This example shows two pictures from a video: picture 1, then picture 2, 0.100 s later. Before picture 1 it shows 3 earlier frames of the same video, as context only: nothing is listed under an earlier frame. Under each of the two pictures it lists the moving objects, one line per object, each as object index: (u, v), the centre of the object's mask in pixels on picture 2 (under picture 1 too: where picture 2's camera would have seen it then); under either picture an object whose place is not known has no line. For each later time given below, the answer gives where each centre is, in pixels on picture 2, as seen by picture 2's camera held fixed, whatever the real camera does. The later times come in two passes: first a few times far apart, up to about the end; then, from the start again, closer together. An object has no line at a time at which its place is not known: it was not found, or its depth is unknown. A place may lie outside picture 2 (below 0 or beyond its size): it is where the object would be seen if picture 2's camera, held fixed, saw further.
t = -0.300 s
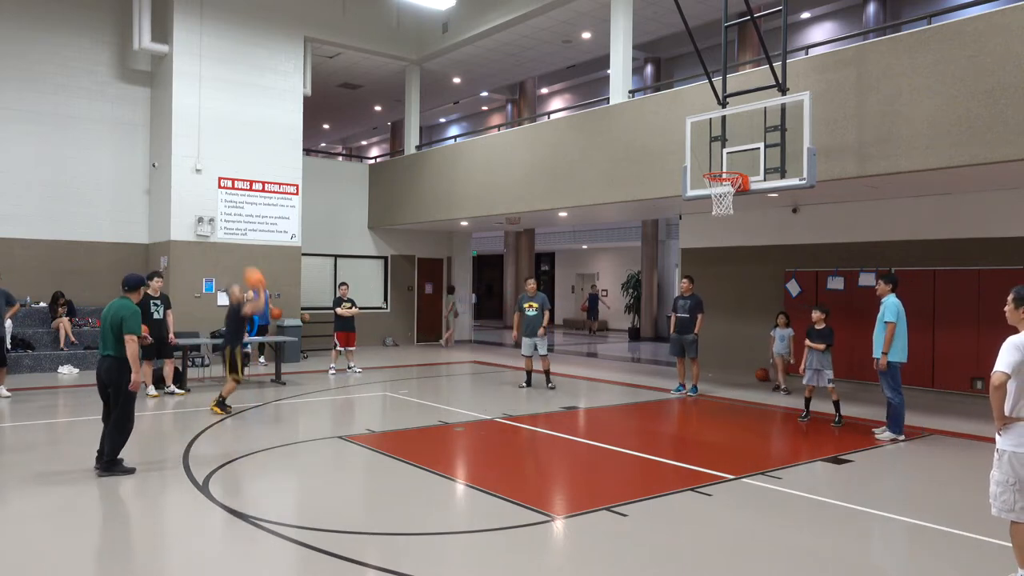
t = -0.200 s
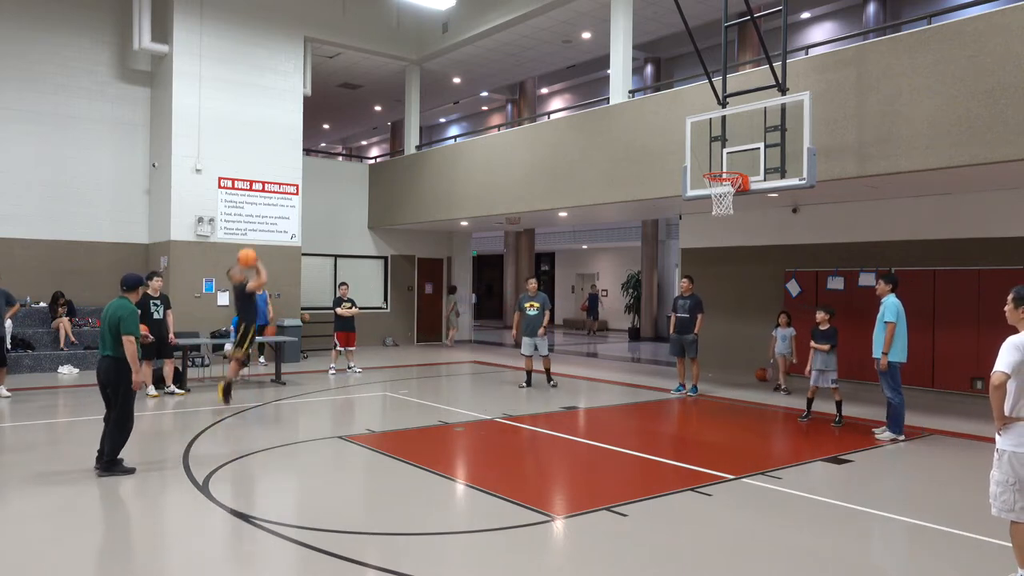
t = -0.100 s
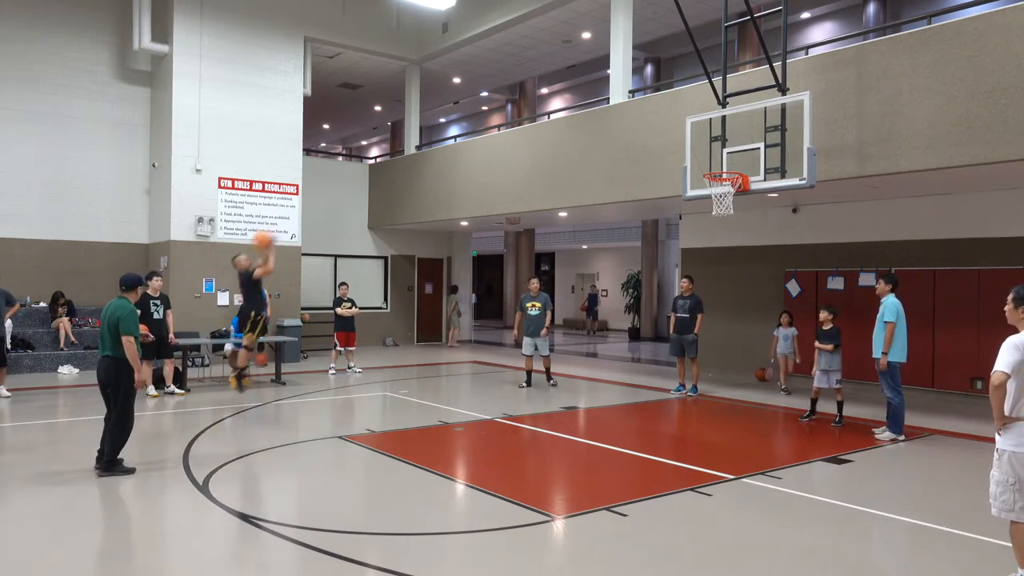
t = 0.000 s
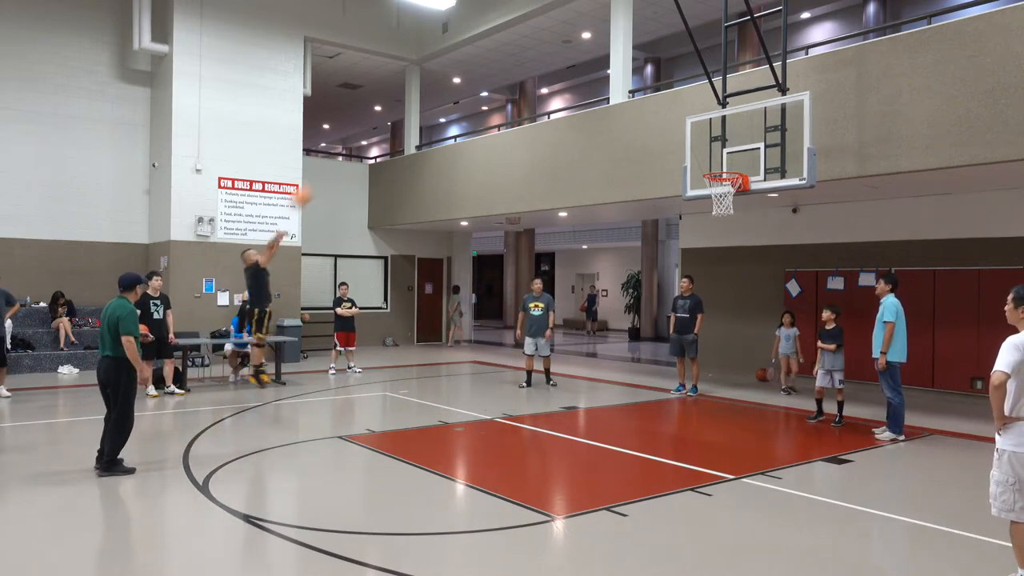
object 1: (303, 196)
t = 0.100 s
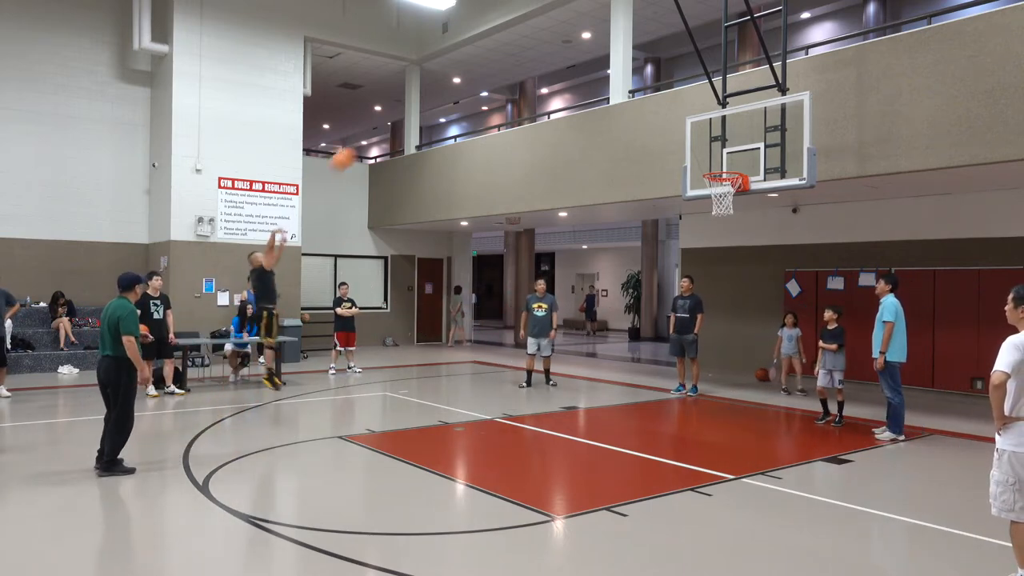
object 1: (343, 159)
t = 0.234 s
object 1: (398, 121)
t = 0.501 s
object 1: (510, 83)
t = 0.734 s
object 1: (607, 95)
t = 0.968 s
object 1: (704, 151)
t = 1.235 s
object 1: (712, 200)
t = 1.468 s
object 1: (685, 231)
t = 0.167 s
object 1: (372, 136)
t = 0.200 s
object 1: (385, 128)
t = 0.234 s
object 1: (398, 121)
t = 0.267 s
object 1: (413, 112)
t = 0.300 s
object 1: (429, 105)
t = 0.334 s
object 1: (440, 100)
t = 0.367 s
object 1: (455, 95)
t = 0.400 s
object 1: (468, 91)
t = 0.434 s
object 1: (482, 87)
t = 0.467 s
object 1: (497, 85)
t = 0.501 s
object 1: (510, 83)
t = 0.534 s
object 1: (524, 82)
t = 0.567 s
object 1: (538, 81)
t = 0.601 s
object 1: (553, 82)
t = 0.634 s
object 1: (567, 84)
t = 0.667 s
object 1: (581, 88)
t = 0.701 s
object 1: (593, 91)
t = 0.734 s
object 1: (607, 95)
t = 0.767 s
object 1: (623, 102)
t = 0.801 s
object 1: (638, 108)
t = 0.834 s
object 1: (650, 114)
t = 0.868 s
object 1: (664, 123)
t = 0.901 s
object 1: (676, 131)
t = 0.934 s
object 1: (692, 142)
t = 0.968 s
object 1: (704, 151)
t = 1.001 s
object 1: (721, 162)
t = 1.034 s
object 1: (730, 168)
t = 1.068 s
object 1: (728, 180)
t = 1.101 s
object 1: (728, 184)
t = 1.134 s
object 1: (723, 189)
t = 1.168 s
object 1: (720, 194)
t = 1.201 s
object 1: (715, 198)
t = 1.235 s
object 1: (712, 200)
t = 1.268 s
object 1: (707, 202)
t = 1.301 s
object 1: (704, 204)
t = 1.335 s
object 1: (700, 207)
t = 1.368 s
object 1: (696, 212)
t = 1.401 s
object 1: (692, 217)
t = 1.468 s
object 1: (685, 231)
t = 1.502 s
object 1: (682, 239)
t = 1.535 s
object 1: (678, 248)
